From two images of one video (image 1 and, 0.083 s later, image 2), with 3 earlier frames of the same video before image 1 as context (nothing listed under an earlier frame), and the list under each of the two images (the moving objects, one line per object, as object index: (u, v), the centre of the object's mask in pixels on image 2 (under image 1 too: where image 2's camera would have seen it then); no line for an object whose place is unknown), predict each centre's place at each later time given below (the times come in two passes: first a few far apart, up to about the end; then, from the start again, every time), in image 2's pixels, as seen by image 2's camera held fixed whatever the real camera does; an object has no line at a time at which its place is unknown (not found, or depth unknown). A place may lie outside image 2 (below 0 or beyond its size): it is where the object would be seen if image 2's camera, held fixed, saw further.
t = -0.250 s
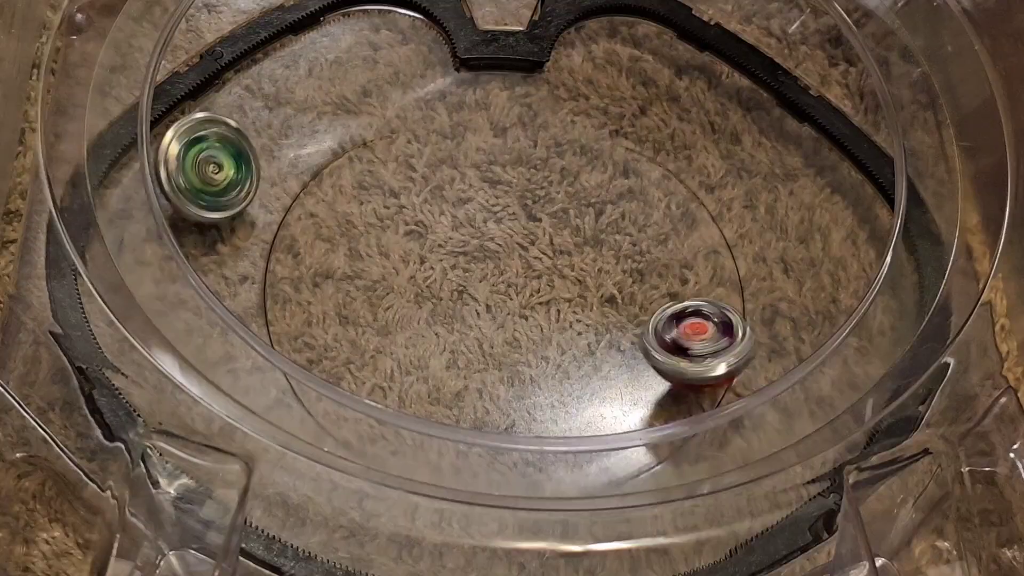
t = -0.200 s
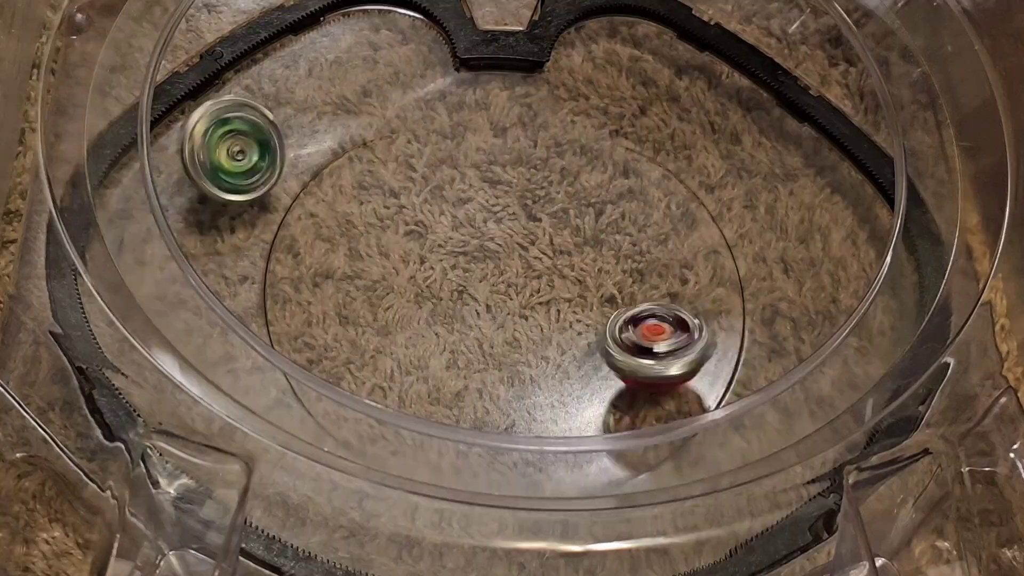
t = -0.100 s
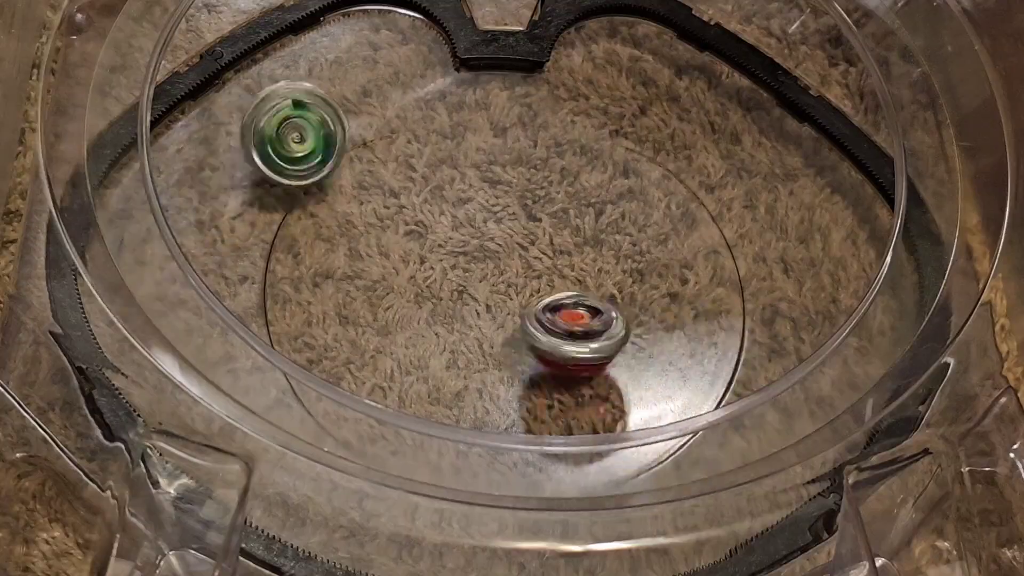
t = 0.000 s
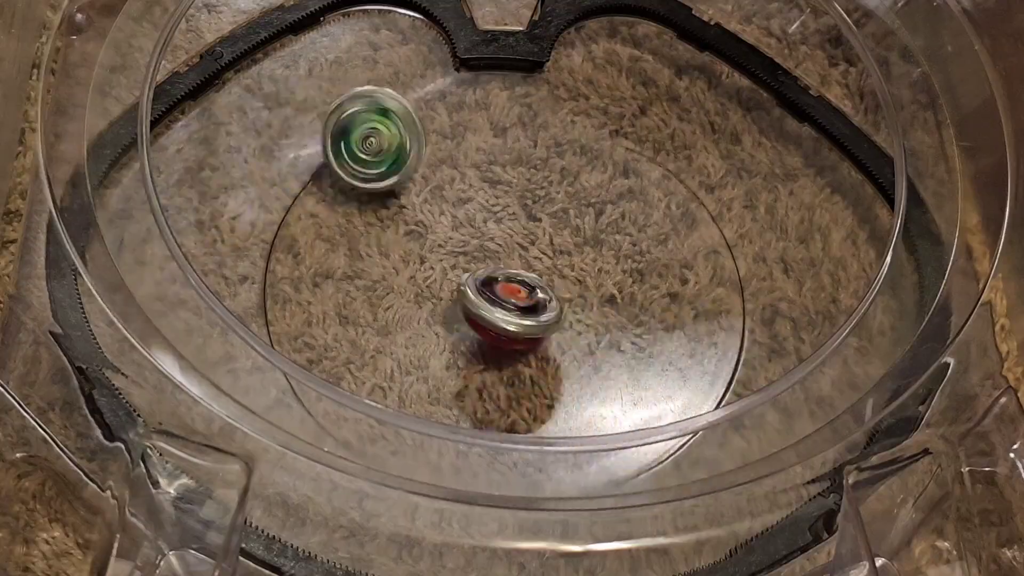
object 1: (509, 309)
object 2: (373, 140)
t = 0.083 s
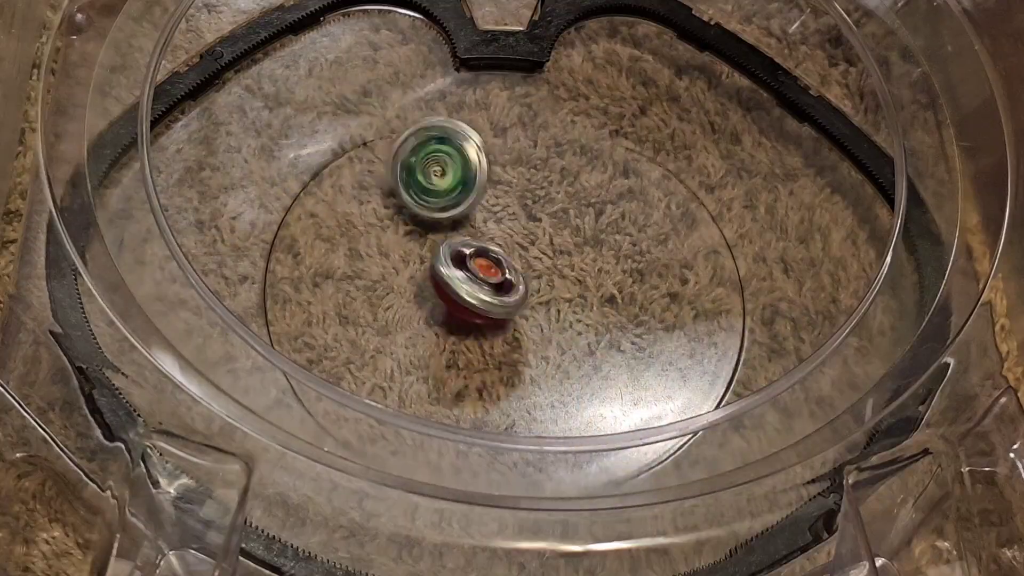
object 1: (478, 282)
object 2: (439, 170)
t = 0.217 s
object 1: (434, 280)
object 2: (565, 201)
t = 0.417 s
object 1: (462, 257)
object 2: (624, 257)
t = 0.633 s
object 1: (524, 211)
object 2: (556, 340)
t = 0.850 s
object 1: (586, 195)
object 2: (472, 327)
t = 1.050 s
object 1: (606, 228)
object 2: (453, 255)
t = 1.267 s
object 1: (580, 292)
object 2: (508, 211)
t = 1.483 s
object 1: (516, 338)
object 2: (579, 237)
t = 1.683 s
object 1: (453, 344)
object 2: (604, 300)
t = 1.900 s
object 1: (436, 305)
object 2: (547, 356)
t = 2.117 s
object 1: (465, 165)
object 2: (448, 418)
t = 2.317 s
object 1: (509, 173)
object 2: (437, 338)
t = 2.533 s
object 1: (570, 233)
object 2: (480, 269)
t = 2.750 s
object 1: (628, 280)
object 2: (437, 275)
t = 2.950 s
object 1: (619, 272)
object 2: (464, 285)
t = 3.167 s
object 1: (624, 283)
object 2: (462, 259)
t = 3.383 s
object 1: (601, 266)
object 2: (492, 256)
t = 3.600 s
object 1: (640, 269)
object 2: (469, 260)
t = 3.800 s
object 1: (588, 294)
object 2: (462, 267)
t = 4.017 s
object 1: (549, 362)
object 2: (453, 237)
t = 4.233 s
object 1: (517, 389)
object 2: (477, 280)
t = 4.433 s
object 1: (531, 374)
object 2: (473, 318)
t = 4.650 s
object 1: (561, 354)
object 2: (488, 275)
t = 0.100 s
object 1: (475, 276)
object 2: (454, 176)
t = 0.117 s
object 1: (471, 271)
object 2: (466, 183)
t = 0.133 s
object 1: (464, 268)
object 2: (481, 187)
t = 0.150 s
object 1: (457, 270)
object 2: (497, 190)
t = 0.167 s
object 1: (448, 276)
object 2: (515, 189)
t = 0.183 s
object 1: (442, 276)
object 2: (534, 193)
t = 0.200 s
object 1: (438, 278)
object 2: (549, 198)
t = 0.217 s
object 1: (434, 280)
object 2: (565, 201)
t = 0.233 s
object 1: (431, 280)
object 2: (576, 205)
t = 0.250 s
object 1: (429, 280)
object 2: (590, 208)
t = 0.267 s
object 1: (429, 280)
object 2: (599, 214)
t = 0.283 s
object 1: (429, 279)
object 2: (609, 215)
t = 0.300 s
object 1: (430, 277)
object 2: (616, 221)
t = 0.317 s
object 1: (432, 276)
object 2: (620, 226)
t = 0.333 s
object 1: (435, 273)
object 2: (625, 231)
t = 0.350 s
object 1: (439, 271)
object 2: (627, 236)
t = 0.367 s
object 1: (443, 267)
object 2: (627, 239)
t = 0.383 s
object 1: (448, 265)
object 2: (627, 247)
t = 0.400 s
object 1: (453, 260)
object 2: (627, 251)
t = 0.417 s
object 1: (462, 257)
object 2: (624, 257)
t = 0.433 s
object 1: (469, 256)
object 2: (621, 262)
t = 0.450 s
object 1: (476, 252)
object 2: (618, 268)
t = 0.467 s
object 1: (482, 250)
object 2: (613, 274)
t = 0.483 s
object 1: (490, 249)
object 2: (608, 277)
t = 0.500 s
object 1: (495, 247)
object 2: (602, 284)
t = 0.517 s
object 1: (503, 246)
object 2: (595, 290)
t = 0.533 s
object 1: (510, 244)
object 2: (587, 296)
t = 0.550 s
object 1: (514, 236)
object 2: (583, 307)
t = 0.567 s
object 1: (514, 231)
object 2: (579, 310)
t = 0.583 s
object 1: (516, 225)
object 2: (574, 317)
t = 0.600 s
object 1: (519, 219)
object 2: (569, 328)
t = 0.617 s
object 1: (520, 215)
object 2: (563, 338)
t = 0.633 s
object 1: (524, 211)
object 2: (556, 340)
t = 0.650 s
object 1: (527, 208)
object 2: (548, 345)
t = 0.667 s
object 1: (532, 206)
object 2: (542, 349)
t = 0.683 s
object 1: (537, 203)
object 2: (533, 353)
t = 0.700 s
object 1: (544, 200)
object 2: (525, 354)
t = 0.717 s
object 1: (550, 199)
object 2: (521, 353)
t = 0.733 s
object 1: (555, 198)
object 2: (513, 353)
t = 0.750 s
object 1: (560, 197)
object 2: (506, 350)
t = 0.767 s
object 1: (565, 195)
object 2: (500, 346)
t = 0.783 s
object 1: (570, 195)
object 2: (493, 345)
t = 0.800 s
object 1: (573, 195)
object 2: (488, 342)
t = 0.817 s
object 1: (580, 194)
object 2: (480, 337)
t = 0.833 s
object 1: (584, 195)
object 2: (477, 332)
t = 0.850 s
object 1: (586, 195)
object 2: (472, 327)
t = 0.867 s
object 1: (591, 196)
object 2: (468, 323)
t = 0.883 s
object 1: (594, 197)
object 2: (465, 316)
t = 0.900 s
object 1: (596, 198)
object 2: (459, 311)
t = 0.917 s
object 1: (598, 200)
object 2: (457, 305)
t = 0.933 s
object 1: (600, 203)
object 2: (454, 298)
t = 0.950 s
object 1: (603, 205)
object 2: (452, 292)
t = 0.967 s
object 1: (604, 209)
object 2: (451, 286)
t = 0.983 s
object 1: (605, 211)
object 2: (449, 278)
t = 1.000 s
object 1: (606, 216)
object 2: (452, 272)
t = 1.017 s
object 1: (606, 219)
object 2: (451, 265)
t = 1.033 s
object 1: (606, 223)
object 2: (451, 260)
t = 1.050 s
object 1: (606, 228)
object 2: (453, 255)
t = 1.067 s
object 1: (605, 232)
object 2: (455, 250)
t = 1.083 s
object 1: (604, 238)
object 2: (460, 244)
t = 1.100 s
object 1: (603, 242)
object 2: (462, 237)
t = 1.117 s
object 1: (602, 247)
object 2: (465, 235)
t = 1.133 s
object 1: (602, 252)
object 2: (469, 233)
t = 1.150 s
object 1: (599, 257)
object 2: (473, 229)
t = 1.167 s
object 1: (597, 261)
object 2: (478, 226)
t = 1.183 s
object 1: (596, 266)
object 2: (483, 220)
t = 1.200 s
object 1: (593, 272)
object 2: (488, 219)
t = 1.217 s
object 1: (590, 277)
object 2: (492, 218)
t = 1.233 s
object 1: (587, 282)
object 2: (498, 215)
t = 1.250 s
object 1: (582, 287)
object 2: (504, 215)
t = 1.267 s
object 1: (580, 292)
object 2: (508, 211)
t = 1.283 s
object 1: (575, 296)
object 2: (516, 211)
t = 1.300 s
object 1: (572, 301)
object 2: (520, 213)
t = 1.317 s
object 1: (568, 306)
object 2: (526, 214)
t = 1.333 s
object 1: (563, 310)
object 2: (532, 216)
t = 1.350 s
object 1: (559, 313)
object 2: (538, 214)
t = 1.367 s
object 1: (554, 317)
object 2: (545, 217)
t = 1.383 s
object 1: (548, 321)
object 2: (548, 220)
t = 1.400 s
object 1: (543, 324)
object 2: (554, 222)
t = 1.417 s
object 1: (538, 327)
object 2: (558, 227)
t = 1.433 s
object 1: (533, 330)
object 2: (564, 226)
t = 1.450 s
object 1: (527, 334)
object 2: (570, 230)
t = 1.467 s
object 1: (521, 336)
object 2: (573, 235)
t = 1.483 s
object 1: (516, 338)
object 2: (579, 237)
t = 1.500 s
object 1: (509, 340)
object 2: (584, 244)
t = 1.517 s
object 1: (503, 342)
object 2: (586, 246)
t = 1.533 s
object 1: (499, 343)
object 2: (590, 249)
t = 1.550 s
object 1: (492, 344)
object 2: (593, 257)
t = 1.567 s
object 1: (486, 346)
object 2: (596, 259)
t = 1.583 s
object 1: (482, 346)
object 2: (599, 269)
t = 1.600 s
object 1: (476, 347)
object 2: (600, 271)
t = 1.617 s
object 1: (470, 346)
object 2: (602, 276)
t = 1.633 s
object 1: (465, 346)
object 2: (603, 284)
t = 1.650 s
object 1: (461, 346)
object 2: (604, 288)
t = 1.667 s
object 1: (457, 345)
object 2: (604, 294)
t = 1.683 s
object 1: (453, 344)
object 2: (604, 300)
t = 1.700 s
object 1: (449, 343)
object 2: (603, 303)
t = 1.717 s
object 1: (447, 342)
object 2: (602, 311)
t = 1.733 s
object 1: (444, 339)
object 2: (599, 317)
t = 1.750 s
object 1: (441, 337)
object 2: (596, 322)
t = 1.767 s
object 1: (439, 335)
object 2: (592, 328)
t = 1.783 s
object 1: (438, 332)
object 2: (589, 330)
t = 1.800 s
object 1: (437, 328)
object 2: (584, 335)
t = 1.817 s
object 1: (435, 325)
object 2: (580, 341)
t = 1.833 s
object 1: (435, 321)
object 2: (575, 343)
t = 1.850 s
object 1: (435, 318)
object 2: (567, 349)
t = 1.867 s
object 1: (434, 313)
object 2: (561, 351)
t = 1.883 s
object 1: (435, 310)
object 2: (554, 352)
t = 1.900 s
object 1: (436, 305)
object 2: (547, 356)
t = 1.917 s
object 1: (437, 301)
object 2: (541, 357)
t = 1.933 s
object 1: (438, 297)
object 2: (531, 358)
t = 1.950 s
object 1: (439, 292)
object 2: (525, 360)
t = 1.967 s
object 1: (442, 280)
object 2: (519, 367)
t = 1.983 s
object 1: (442, 265)
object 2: (507, 378)
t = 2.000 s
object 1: (445, 251)
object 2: (501, 380)
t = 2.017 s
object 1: (446, 235)
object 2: (493, 384)
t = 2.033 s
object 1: (448, 220)
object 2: (484, 391)
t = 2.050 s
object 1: (452, 207)
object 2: (477, 398)
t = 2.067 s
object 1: (454, 197)
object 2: (467, 417)
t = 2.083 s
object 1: (456, 185)
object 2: (454, 420)
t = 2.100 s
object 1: (461, 173)
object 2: (453, 417)
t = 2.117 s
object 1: (465, 165)
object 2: (448, 418)
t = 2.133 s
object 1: (469, 158)
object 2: (440, 418)
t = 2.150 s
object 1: (473, 154)
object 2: (434, 412)
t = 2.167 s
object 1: (478, 150)
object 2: (438, 395)
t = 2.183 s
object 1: (483, 148)
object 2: (433, 393)
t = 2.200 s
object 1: (487, 149)
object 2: (432, 389)
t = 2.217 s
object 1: (491, 149)
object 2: (432, 384)
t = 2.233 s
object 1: (496, 150)
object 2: (428, 381)
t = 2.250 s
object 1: (502, 156)
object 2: (428, 372)
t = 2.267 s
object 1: (504, 159)
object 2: (427, 367)
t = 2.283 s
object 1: (504, 163)
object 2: (428, 362)
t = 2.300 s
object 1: (508, 167)
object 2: (436, 347)
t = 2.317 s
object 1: (509, 173)
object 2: (437, 338)
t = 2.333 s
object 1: (510, 179)
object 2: (440, 333)
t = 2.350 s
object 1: (511, 184)
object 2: (446, 325)
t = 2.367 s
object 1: (512, 190)
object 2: (451, 314)
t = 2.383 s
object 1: (514, 197)
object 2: (457, 307)
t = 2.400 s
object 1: (514, 205)
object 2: (463, 299)
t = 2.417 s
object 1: (518, 208)
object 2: (468, 290)
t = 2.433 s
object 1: (523, 210)
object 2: (473, 285)
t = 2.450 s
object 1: (536, 213)
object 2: (473, 283)
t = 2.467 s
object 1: (540, 210)
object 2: (473, 278)
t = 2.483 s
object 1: (549, 214)
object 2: (474, 275)
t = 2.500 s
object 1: (557, 222)
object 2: (475, 277)
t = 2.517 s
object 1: (565, 227)
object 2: (477, 273)
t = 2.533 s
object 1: (570, 233)
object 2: (480, 269)
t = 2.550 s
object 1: (575, 239)
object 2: (483, 271)
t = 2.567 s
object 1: (578, 243)
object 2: (485, 271)
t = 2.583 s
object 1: (586, 247)
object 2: (480, 268)
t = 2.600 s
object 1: (597, 256)
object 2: (473, 269)
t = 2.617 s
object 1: (608, 255)
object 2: (464, 272)
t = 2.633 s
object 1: (614, 262)
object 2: (458, 270)
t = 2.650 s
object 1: (623, 264)
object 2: (453, 270)
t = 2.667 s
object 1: (627, 273)
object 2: (449, 274)
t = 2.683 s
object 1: (630, 272)
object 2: (442, 274)
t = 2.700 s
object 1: (632, 273)
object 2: (441, 272)
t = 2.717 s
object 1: (631, 277)
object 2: (440, 273)
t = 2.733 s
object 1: (630, 278)
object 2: (437, 276)
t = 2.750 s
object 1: (628, 280)
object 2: (437, 275)
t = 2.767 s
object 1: (628, 281)
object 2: (438, 274)
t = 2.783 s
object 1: (626, 280)
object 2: (438, 278)
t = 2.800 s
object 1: (627, 276)
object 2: (439, 281)
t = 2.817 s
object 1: (625, 275)
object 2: (442, 280)
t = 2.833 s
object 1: (624, 275)
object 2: (444, 280)
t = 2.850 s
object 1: (622, 274)
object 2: (446, 286)
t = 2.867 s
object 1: (622, 273)
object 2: (448, 285)
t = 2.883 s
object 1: (622, 272)
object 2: (452, 283)
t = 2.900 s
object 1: (620, 272)
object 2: (453, 286)
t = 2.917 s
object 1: (620, 272)
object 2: (456, 289)
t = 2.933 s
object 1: (619, 272)
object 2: (460, 287)
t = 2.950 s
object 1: (619, 272)
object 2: (464, 285)
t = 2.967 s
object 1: (618, 273)
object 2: (467, 287)
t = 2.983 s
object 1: (616, 274)
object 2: (471, 285)
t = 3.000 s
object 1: (612, 275)
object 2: (477, 284)
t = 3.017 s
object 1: (608, 277)
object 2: (479, 283)
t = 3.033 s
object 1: (604, 277)
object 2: (482, 283)
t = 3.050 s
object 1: (600, 277)
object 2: (488, 280)
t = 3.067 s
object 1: (597, 277)
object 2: (493, 276)
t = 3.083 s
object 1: (605, 281)
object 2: (483, 274)
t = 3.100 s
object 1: (611, 279)
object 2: (475, 272)
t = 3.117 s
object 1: (615, 276)
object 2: (470, 267)
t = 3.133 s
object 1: (620, 276)
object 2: (466, 263)
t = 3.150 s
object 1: (623, 280)
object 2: (463, 262)
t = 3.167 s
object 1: (624, 283)
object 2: (462, 259)
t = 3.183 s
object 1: (624, 284)
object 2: (463, 256)
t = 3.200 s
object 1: (624, 284)
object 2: (464, 251)
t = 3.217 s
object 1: (622, 283)
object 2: (463, 250)
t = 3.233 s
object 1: (621, 283)
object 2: (466, 250)
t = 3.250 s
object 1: (618, 284)
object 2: (469, 250)
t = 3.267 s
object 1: (617, 282)
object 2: (471, 248)
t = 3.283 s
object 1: (615, 278)
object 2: (472, 247)
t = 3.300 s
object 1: (614, 273)
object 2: (476, 249)
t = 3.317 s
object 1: (612, 271)
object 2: (480, 251)
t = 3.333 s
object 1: (609, 269)
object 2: (482, 250)
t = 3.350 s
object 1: (606, 268)
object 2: (484, 250)
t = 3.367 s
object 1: (604, 267)
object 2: (490, 253)
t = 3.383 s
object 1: (601, 266)
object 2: (492, 256)
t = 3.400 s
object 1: (599, 263)
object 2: (494, 257)
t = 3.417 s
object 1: (599, 262)
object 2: (500, 257)
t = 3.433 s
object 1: (605, 262)
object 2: (497, 257)
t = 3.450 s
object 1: (613, 262)
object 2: (490, 258)
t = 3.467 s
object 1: (620, 263)
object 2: (486, 255)
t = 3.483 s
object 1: (626, 264)
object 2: (483, 251)
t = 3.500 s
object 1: (631, 265)
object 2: (481, 251)
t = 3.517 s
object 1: (636, 266)
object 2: (479, 254)
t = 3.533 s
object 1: (640, 265)
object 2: (475, 256)
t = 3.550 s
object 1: (641, 268)
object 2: (473, 256)
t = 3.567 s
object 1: (641, 268)
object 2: (472, 254)
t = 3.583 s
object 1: (641, 268)
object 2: (471, 255)
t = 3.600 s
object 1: (640, 269)
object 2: (469, 260)
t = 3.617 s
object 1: (638, 271)
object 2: (468, 264)
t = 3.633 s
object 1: (635, 274)
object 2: (468, 263)
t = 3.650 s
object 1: (631, 276)
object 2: (467, 263)
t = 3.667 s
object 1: (627, 277)
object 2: (466, 265)
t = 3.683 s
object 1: (624, 280)
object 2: (465, 269)
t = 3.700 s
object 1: (619, 282)
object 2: (463, 270)
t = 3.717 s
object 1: (614, 282)
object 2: (462, 269)
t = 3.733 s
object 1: (610, 284)
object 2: (463, 268)
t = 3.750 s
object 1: (605, 287)
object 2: (461, 269)
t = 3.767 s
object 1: (599, 289)
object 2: (459, 271)
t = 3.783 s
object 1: (595, 292)
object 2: (460, 270)
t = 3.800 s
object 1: (588, 294)
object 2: (462, 267)
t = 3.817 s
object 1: (582, 296)
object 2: (464, 266)
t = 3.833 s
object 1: (574, 298)
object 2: (464, 267)
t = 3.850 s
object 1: (566, 300)
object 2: (464, 267)
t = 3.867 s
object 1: (570, 308)
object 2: (462, 262)
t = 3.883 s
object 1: (571, 314)
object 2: (463, 253)
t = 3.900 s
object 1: (571, 322)
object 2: (460, 246)
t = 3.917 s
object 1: (571, 330)
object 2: (457, 242)
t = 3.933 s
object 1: (568, 338)
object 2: (453, 240)
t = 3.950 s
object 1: (565, 343)
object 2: (453, 240)
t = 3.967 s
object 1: (561, 350)
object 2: (454, 240)
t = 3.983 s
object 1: (557, 354)
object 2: (452, 239)
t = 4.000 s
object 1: (553, 358)
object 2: (451, 238)
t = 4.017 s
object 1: (549, 362)
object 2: (453, 237)
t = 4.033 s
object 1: (544, 365)
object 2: (455, 240)
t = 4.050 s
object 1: (539, 369)
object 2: (455, 244)
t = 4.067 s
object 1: (535, 374)
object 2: (455, 246)
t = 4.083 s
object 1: (531, 377)
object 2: (456, 247)
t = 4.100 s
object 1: (528, 380)
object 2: (458, 248)
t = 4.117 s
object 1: (525, 384)
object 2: (463, 251)
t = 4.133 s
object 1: (523, 385)
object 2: (465, 255)
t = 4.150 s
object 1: (521, 387)
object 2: (466, 258)
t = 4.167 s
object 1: (520, 387)
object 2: (468, 261)
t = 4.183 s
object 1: (518, 388)
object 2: (471, 263)
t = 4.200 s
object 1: (517, 388)
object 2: (474, 268)
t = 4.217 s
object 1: (517, 388)
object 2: (477, 274)
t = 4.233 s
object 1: (517, 389)
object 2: (477, 280)
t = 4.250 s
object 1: (518, 390)
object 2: (477, 281)
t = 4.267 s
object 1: (519, 390)
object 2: (478, 285)
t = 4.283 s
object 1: (519, 389)
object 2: (480, 291)
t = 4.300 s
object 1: (519, 388)
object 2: (483, 299)
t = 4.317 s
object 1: (520, 387)
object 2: (483, 306)
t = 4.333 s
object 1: (520, 385)
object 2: (483, 308)
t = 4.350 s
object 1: (523, 381)
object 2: (481, 312)
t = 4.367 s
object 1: (525, 378)
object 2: (481, 313)
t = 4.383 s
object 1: (525, 377)
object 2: (479, 315)
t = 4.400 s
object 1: (527, 376)
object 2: (478, 316)
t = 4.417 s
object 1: (528, 375)
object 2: (474, 318)
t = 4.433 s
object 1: (531, 374)
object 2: (473, 318)
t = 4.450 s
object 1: (532, 373)
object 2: (470, 317)
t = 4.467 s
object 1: (534, 373)
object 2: (471, 315)
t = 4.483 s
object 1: (537, 371)
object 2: (471, 313)
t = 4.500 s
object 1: (540, 370)
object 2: (472, 308)
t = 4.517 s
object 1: (546, 366)
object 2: (472, 308)
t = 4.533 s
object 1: (549, 364)
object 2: (470, 306)
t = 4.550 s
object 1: (551, 363)
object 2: (471, 300)
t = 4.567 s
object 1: (555, 361)
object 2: (477, 292)
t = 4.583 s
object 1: (557, 360)
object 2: (478, 290)
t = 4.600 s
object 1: (559, 359)
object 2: (478, 291)
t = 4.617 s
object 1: (560, 357)
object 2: (478, 287)
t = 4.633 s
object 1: (561, 355)
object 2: (484, 281)
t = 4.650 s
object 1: (561, 354)
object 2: (488, 275)
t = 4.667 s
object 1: (561, 353)
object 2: (492, 272)
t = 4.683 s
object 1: (561, 353)
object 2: (495, 271)
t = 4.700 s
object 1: (562, 351)
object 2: (499, 269)
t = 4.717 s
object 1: (562, 351)
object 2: (502, 265)
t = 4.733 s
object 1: (562, 350)
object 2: (507, 262)
